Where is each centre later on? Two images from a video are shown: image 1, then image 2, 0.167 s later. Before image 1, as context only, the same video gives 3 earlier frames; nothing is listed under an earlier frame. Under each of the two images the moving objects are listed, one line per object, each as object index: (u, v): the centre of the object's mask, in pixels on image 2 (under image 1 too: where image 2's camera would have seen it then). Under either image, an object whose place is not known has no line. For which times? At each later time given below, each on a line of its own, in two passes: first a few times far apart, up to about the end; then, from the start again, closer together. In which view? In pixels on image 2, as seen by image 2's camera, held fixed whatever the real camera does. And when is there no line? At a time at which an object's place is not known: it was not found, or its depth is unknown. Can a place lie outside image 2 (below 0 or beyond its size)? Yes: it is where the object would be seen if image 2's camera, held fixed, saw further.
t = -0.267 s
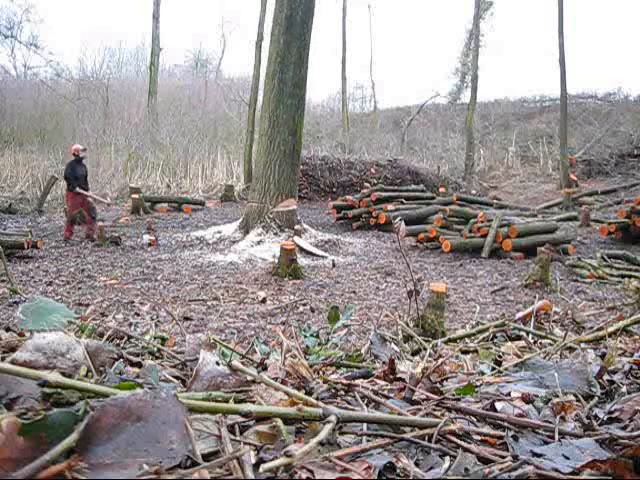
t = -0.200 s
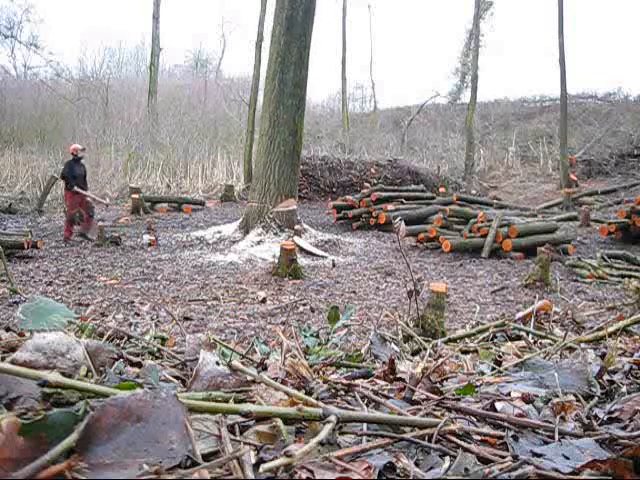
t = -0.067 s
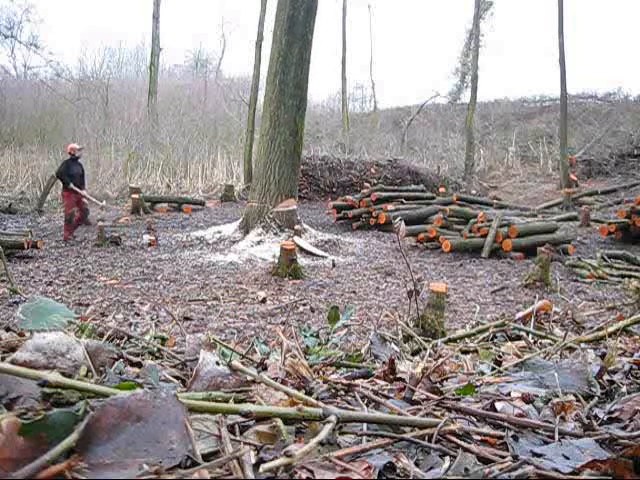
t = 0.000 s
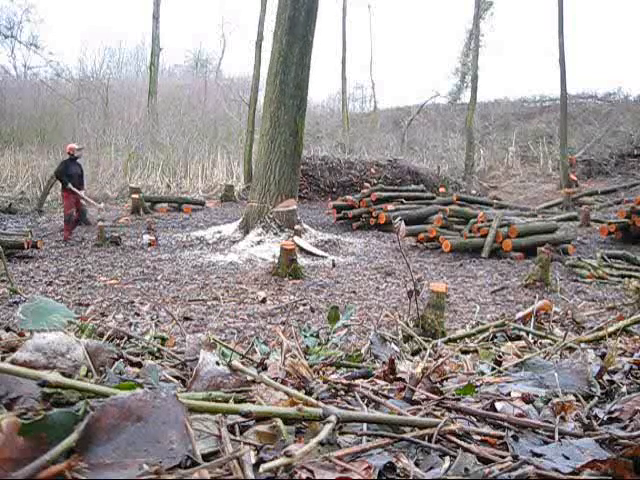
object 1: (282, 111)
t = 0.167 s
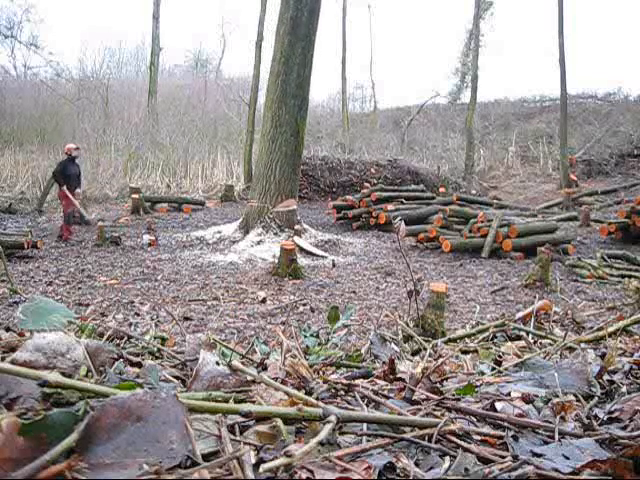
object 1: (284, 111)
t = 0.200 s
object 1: (284, 111)
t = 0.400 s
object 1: (285, 111)
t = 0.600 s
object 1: (288, 111)
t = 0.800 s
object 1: (290, 112)
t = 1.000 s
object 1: (293, 111)
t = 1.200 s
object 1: (296, 111)
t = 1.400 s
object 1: (300, 111)
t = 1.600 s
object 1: (304, 111)
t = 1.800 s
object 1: (310, 111)
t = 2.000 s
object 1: (316, 111)
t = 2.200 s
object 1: (324, 111)
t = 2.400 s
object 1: (334, 110)
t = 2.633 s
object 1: (348, 111)
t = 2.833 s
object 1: (366, 109)
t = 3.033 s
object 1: (384, 111)
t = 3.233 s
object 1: (415, 110)
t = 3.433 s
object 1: (445, 115)
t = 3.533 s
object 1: (451, 128)
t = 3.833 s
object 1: (459, 173)
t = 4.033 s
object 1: (465, 214)
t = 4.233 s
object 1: (470, 238)
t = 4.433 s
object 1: (463, 237)
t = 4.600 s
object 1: (466, 238)
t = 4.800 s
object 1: (466, 238)
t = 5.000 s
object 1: (450, 236)
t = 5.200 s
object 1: (466, 238)
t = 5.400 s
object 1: (466, 238)
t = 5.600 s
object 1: (466, 238)
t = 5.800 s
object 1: (466, 238)
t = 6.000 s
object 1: (466, 238)
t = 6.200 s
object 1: (466, 238)
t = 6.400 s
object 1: (466, 238)
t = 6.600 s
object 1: (466, 238)
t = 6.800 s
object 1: (466, 238)
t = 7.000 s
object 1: (467, 238)
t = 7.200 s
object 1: (466, 238)
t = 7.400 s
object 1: (466, 238)
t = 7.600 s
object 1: (466, 238)
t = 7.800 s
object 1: (466, 238)
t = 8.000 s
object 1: (466, 238)
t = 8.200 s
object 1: (466, 238)
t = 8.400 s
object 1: (467, 238)
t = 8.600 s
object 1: (467, 238)
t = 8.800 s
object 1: (467, 238)
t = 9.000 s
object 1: (467, 238)
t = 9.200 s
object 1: (468, 238)
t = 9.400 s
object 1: (468, 238)
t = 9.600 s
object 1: (468, 238)
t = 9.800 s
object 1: (468, 238)
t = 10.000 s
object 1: (468, 238)
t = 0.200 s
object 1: (284, 111)
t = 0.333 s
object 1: (285, 111)
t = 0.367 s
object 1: (285, 111)
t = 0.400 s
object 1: (285, 111)
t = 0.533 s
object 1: (287, 111)
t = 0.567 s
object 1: (287, 112)
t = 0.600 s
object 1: (288, 111)
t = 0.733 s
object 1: (289, 111)
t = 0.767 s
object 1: (289, 112)
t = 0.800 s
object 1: (290, 112)
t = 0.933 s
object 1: (292, 111)
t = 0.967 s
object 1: (292, 111)
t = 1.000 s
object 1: (293, 111)
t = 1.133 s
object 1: (295, 111)
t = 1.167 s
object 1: (295, 111)
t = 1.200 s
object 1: (296, 111)
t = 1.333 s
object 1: (298, 112)
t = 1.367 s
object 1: (299, 111)
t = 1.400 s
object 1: (300, 111)
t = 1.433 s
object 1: (300, 111)
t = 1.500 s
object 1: (302, 111)
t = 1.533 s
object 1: (303, 111)
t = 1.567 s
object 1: (303, 111)
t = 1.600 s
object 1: (304, 111)
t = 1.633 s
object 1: (305, 111)
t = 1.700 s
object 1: (307, 111)
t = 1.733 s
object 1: (308, 111)
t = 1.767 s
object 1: (309, 111)
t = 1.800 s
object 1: (310, 111)
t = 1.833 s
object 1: (311, 111)
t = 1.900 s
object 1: (313, 111)
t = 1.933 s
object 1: (314, 111)
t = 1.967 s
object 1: (315, 111)
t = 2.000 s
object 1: (316, 111)
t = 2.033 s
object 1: (317, 111)
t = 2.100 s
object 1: (319, 111)
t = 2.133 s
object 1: (321, 111)
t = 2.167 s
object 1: (322, 111)
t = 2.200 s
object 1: (324, 111)
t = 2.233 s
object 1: (325, 111)
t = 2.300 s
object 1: (328, 111)
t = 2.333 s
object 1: (330, 110)
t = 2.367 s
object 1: (332, 110)
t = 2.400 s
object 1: (334, 110)
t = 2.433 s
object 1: (336, 111)
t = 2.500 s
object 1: (339, 111)
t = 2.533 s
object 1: (342, 111)
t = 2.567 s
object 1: (344, 111)
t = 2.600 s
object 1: (346, 110)
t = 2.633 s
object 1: (348, 111)
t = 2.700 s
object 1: (354, 109)
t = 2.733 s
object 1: (357, 109)
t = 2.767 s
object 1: (360, 109)
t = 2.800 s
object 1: (363, 109)
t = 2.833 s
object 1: (366, 109)
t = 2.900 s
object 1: (373, 108)
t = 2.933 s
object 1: (376, 108)
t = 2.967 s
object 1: (377, 111)
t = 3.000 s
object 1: (381, 111)
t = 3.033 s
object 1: (384, 111)
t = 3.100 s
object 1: (393, 111)
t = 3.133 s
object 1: (398, 110)
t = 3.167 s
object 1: (403, 110)
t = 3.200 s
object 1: (409, 110)
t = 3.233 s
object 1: (415, 110)
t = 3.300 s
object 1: (437, 103)
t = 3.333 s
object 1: (430, 111)
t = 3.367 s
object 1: (449, 105)
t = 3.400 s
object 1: (446, 110)
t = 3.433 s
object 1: (445, 115)
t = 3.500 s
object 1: (449, 124)
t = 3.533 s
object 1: (451, 128)
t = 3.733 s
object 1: (457, 153)
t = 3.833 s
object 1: (459, 173)
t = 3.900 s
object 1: (460, 187)
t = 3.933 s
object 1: (460, 193)
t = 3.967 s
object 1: (463, 200)
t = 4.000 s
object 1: (464, 206)
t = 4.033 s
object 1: (465, 214)
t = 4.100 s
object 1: (467, 227)
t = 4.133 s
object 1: (466, 233)
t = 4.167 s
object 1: (467, 237)
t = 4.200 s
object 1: (469, 238)
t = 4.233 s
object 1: (470, 238)
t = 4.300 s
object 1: (466, 237)
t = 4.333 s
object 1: (464, 236)
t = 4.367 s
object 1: (462, 236)
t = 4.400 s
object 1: (462, 237)
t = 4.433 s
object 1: (463, 237)
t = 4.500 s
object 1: (465, 238)
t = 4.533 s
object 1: (466, 238)
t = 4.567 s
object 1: (467, 238)
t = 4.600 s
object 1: (466, 238)
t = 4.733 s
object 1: (466, 238)
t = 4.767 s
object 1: (466, 238)
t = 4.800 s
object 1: (466, 238)
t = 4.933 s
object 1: (466, 238)
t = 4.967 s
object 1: (466, 238)
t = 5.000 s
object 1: (450, 236)
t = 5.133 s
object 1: (449, 236)
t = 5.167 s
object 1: (466, 238)
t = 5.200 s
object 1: (466, 238)
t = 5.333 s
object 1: (466, 238)
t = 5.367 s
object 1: (466, 238)
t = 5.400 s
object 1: (466, 238)
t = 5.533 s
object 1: (466, 238)
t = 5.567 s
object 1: (466, 238)
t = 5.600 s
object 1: (466, 238)
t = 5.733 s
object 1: (466, 238)
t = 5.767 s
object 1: (466, 238)
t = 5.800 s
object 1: (466, 238)
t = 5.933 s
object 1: (466, 238)
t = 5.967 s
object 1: (466, 238)
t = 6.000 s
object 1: (466, 238)
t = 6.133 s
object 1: (466, 238)
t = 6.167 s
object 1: (466, 238)
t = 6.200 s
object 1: (466, 238)
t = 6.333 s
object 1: (466, 238)
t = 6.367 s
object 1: (466, 238)
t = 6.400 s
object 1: (466, 238)
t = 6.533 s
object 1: (466, 238)
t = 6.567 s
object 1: (466, 238)
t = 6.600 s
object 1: (466, 238)
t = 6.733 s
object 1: (466, 238)
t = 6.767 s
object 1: (466, 238)
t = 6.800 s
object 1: (466, 238)
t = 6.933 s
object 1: (466, 238)
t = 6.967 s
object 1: (466, 238)
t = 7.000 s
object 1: (467, 238)
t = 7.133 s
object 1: (467, 238)
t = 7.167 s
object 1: (467, 238)
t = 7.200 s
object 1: (466, 238)
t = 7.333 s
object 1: (466, 238)
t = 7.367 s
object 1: (466, 238)
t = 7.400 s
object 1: (466, 238)
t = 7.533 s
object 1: (466, 238)
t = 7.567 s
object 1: (466, 238)
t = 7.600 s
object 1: (466, 238)
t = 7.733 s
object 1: (466, 238)
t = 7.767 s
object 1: (466, 238)
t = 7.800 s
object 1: (466, 238)
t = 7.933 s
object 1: (466, 238)
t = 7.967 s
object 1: (466, 238)
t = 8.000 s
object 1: (466, 238)
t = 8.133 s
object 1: (466, 238)
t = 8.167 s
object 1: (466, 238)
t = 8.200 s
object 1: (466, 238)
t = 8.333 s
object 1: (467, 238)
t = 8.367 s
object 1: (466, 238)
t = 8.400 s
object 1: (467, 238)
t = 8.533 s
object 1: (467, 238)
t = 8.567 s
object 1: (467, 238)
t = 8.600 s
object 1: (467, 238)
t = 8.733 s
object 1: (467, 238)
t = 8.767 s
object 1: (467, 238)
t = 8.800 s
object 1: (467, 238)
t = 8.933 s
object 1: (467, 238)
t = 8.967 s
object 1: (467, 238)
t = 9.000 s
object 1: (467, 238)
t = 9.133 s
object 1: (468, 238)
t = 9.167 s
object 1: (468, 238)
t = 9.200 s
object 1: (468, 238)
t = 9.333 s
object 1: (468, 238)
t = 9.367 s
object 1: (468, 238)
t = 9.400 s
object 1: (468, 238)
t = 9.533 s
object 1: (468, 238)
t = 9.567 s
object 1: (468, 238)
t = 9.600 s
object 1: (468, 238)
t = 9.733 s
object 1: (468, 238)
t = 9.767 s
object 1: (468, 238)
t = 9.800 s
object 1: (468, 238)
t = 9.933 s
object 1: (468, 238)
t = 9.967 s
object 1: (468, 238)
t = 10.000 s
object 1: (468, 238)
